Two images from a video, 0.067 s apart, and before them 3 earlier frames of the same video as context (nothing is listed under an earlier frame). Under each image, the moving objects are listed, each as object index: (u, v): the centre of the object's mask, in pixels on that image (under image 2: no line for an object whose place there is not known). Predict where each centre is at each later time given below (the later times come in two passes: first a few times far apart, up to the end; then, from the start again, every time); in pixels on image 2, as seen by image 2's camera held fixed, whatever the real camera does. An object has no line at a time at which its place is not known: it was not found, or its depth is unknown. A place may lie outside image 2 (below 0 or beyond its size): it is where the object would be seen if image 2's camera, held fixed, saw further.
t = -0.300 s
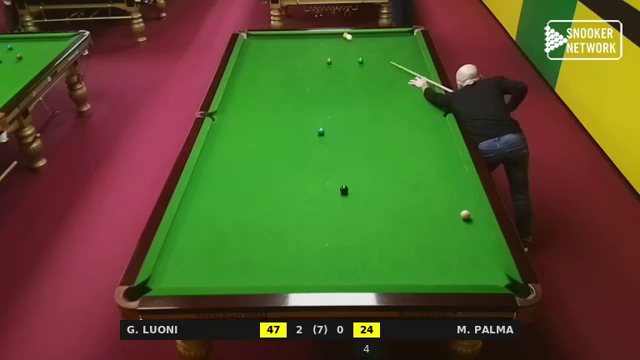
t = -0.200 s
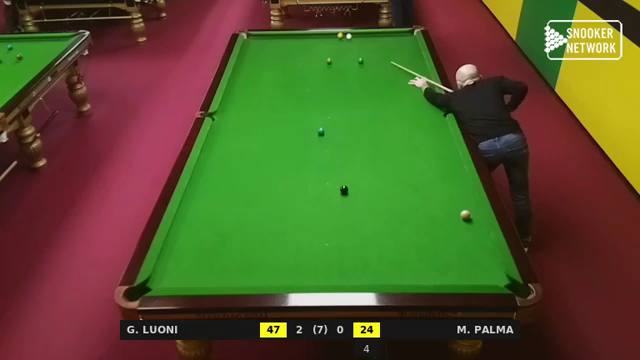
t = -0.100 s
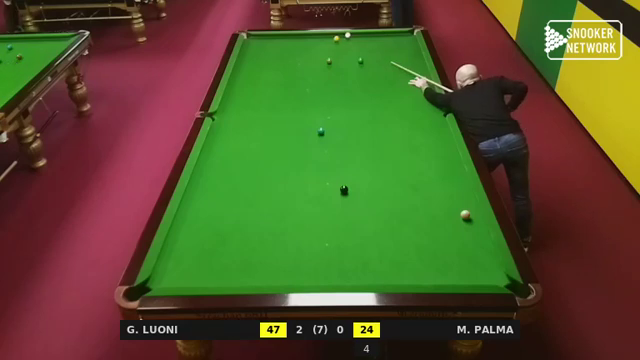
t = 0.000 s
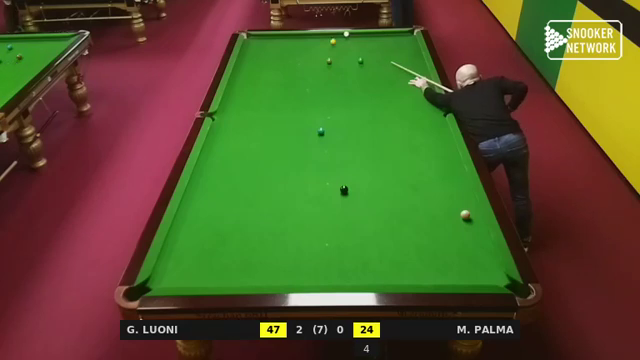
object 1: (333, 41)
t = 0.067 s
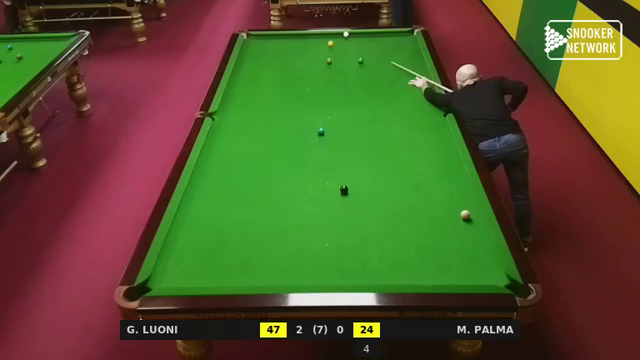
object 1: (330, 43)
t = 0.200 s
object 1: (325, 47)
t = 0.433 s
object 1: (316, 54)
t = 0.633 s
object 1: (309, 61)
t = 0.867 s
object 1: (300, 68)
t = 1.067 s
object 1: (293, 75)
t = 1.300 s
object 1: (283, 83)
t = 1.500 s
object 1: (276, 90)
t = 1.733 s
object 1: (266, 99)
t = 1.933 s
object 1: (258, 106)
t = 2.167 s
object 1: (249, 115)
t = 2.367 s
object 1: (240, 123)
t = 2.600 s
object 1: (230, 132)
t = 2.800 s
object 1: (221, 140)
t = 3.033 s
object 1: (211, 149)
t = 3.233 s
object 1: (203, 156)
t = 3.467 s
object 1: (203, 164)
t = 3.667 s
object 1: (203, 170)
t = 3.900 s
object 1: (205, 177)
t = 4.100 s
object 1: (206, 182)
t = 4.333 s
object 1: (208, 189)
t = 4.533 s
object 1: (209, 194)
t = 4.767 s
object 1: (211, 199)
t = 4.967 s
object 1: (212, 204)
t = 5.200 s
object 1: (213, 209)
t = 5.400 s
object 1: (214, 213)
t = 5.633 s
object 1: (215, 217)
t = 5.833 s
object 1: (216, 220)
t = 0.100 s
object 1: (329, 44)
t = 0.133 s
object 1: (327, 45)
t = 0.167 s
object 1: (326, 46)
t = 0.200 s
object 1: (325, 47)
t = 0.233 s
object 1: (324, 48)
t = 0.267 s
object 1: (323, 49)
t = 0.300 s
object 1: (322, 50)
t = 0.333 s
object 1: (320, 51)
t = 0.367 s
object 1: (319, 52)
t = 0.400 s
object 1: (318, 53)
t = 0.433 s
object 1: (316, 54)
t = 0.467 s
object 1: (316, 56)
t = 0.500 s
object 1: (314, 56)
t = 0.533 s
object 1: (313, 58)
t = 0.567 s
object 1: (312, 59)
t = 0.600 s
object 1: (310, 60)
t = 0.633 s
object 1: (309, 61)
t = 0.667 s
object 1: (308, 62)
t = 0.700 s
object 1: (307, 63)
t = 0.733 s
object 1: (305, 64)
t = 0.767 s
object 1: (304, 65)
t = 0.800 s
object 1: (303, 66)
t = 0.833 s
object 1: (301, 67)
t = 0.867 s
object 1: (300, 68)
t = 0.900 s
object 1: (299, 70)
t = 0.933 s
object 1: (298, 71)
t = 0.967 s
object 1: (297, 72)
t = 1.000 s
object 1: (295, 73)
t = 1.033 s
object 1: (294, 74)
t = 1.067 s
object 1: (293, 75)
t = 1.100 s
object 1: (291, 76)
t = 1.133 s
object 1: (290, 77)
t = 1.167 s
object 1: (289, 78)
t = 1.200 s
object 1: (287, 80)
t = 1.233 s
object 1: (286, 81)
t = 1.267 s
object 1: (285, 82)
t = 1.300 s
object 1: (283, 83)
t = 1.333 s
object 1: (283, 85)
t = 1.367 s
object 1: (281, 86)
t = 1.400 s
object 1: (280, 87)
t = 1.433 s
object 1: (279, 88)
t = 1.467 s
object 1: (277, 89)
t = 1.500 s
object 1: (276, 90)
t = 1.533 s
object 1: (275, 91)
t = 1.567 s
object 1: (273, 93)
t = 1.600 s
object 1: (272, 94)
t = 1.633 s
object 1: (270, 95)
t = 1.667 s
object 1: (269, 96)
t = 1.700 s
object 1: (268, 98)
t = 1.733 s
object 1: (266, 99)
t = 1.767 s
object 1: (265, 100)
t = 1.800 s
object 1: (264, 101)
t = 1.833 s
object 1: (262, 103)
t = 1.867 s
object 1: (261, 104)
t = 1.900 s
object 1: (259, 105)
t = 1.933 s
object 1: (258, 106)
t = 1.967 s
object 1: (257, 107)
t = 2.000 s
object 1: (255, 109)
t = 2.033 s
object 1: (254, 110)
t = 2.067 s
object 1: (252, 111)
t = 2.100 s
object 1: (251, 112)
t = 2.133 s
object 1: (250, 114)
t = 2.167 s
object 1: (249, 115)
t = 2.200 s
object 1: (247, 116)
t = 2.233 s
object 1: (246, 118)
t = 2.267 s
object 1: (244, 119)
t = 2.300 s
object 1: (243, 120)
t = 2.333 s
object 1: (241, 121)
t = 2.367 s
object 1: (240, 123)
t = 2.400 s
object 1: (239, 124)
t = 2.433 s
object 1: (237, 125)
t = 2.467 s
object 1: (236, 126)
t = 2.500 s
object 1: (234, 128)
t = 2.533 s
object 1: (233, 129)
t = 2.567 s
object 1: (231, 130)
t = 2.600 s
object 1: (230, 132)
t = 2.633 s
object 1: (229, 133)
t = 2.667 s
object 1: (227, 134)
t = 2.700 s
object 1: (226, 135)
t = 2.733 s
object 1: (224, 137)
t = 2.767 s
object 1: (223, 138)
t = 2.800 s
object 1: (221, 140)
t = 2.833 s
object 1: (220, 141)
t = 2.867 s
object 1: (219, 142)
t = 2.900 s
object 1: (217, 143)
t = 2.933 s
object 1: (216, 145)
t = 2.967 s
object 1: (215, 146)
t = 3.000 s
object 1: (213, 148)
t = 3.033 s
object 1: (211, 149)
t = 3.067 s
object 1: (210, 150)
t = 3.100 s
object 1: (208, 151)
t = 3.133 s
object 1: (207, 153)
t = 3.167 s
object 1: (205, 154)
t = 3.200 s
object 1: (204, 155)
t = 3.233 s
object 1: (203, 156)
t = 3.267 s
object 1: (202, 158)
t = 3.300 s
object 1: (202, 159)
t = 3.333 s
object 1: (202, 160)
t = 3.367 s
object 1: (202, 161)
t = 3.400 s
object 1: (202, 162)
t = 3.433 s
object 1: (202, 163)
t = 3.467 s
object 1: (203, 164)
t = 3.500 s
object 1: (203, 165)
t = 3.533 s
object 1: (203, 166)
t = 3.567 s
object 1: (203, 167)
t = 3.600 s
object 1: (203, 168)
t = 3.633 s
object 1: (204, 169)
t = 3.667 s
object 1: (203, 170)
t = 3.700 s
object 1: (204, 171)
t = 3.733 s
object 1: (204, 172)
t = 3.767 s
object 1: (204, 173)
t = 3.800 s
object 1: (204, 174)
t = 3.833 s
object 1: (205, 175)
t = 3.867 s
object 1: (205, 176)
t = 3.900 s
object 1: (205, 177)
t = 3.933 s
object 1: (205, 178)
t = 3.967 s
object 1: (206, 179)
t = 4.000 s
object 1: (206, 180)
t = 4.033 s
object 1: (206, 181)
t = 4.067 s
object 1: (206, 182)
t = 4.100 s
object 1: (206, 182)
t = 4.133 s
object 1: (207, 183)
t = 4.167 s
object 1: (207, 184)
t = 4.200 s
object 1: (207, 185)
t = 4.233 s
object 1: (207, 186)
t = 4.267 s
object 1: (207, 187)
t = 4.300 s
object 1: (207, 188)
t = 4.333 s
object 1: (208, 189)
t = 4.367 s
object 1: (208, 190)
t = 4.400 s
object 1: (208, 190)
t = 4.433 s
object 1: (209, 191)
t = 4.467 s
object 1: (209, 192)
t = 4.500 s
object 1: (209, 193)
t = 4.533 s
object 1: (209, 194)
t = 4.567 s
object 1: (209, 195)
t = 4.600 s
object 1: (209, 195)
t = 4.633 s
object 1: (210, 196)
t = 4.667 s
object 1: (210, 197)
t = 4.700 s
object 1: (210, 198)
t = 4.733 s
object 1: (210, 198)
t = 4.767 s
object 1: (211, 199)
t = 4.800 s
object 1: (211, 200)
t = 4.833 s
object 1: (211, 201)
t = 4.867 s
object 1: (211, 202)
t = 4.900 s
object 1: (212, 202)
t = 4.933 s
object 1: (212, 203)
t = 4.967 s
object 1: (212, 204)
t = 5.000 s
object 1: (212, 205)
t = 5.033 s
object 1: (212, 205)
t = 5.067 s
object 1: (212, 206)
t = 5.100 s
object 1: (212, 207)
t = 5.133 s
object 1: (213, 207)
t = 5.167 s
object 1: (213, 208)
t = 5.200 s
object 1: (213, 209)
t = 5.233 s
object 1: (213, 210)
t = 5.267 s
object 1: (213, 210)
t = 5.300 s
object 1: (213, 211)
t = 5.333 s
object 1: (214, 211)
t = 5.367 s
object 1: (214, 212)
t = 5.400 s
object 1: (214, 213)
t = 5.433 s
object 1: (214, 213)
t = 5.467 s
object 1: (214, 214)
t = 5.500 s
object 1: (214, 215)
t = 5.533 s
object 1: (215, 215)
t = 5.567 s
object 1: (215, 216)
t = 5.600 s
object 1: (215, 216)
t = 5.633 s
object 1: (215, 217)
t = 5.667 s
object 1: (215, 217)
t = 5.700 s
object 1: (215, 218)
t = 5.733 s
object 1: (216, 219)
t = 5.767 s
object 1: (216, 219)
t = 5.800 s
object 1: (216, 219)
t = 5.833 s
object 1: (216, 220)
